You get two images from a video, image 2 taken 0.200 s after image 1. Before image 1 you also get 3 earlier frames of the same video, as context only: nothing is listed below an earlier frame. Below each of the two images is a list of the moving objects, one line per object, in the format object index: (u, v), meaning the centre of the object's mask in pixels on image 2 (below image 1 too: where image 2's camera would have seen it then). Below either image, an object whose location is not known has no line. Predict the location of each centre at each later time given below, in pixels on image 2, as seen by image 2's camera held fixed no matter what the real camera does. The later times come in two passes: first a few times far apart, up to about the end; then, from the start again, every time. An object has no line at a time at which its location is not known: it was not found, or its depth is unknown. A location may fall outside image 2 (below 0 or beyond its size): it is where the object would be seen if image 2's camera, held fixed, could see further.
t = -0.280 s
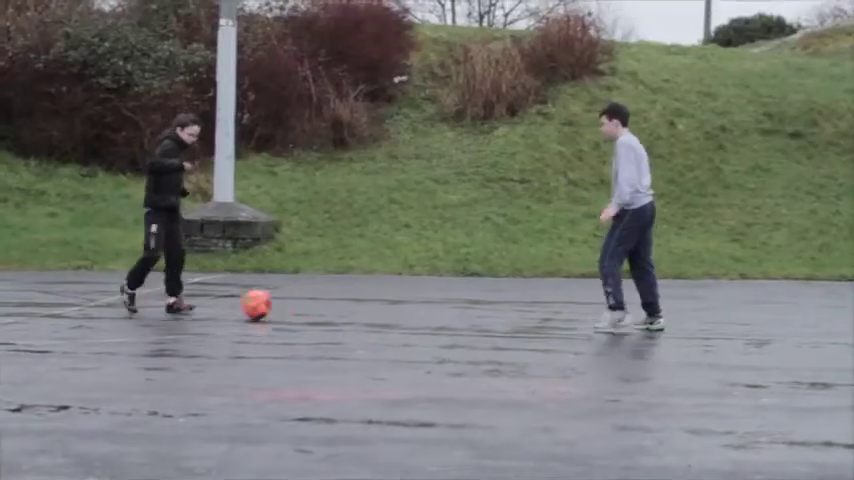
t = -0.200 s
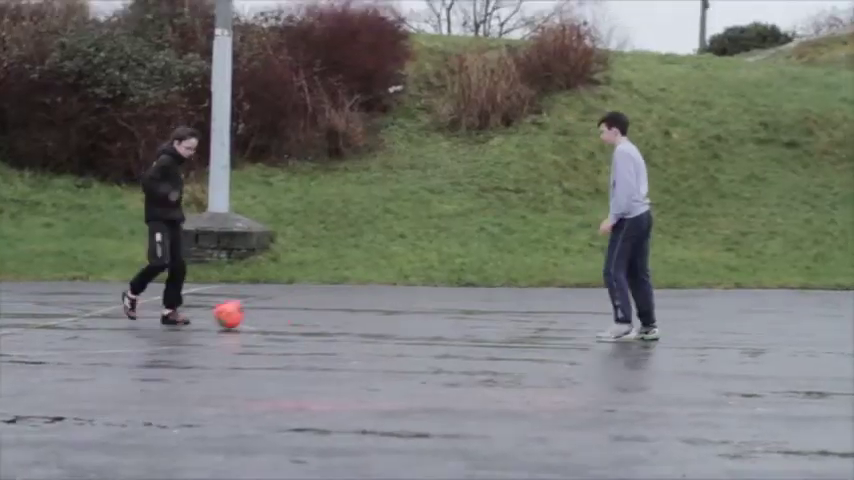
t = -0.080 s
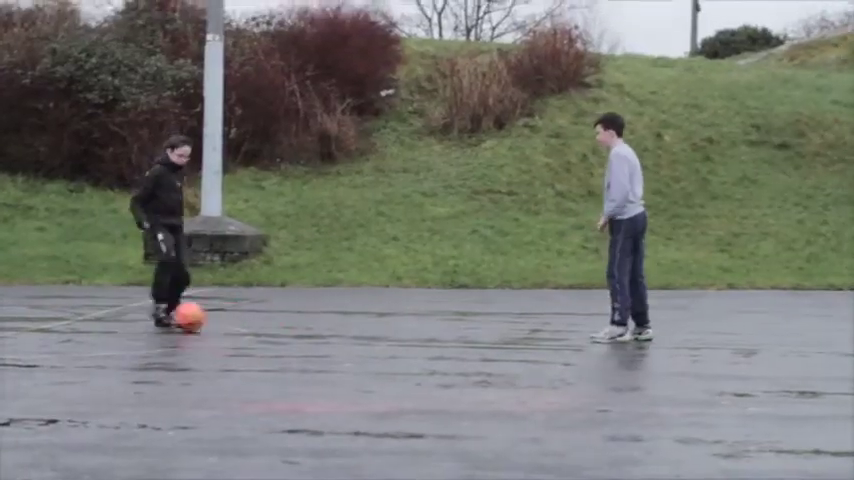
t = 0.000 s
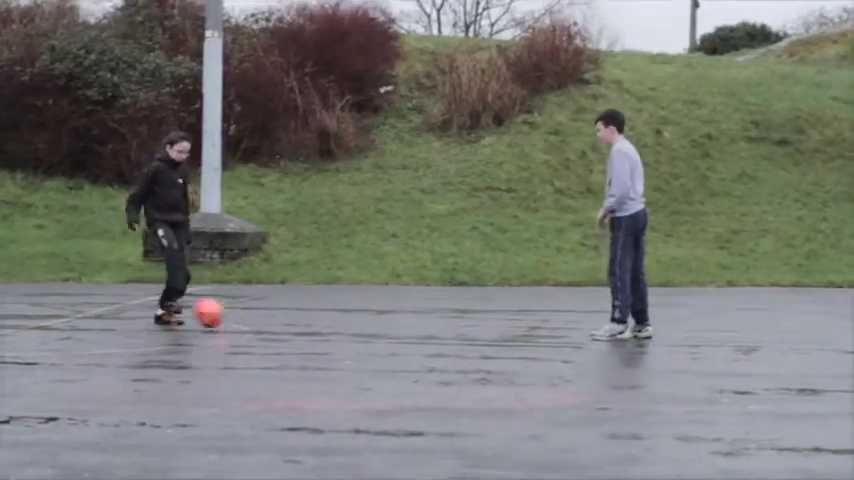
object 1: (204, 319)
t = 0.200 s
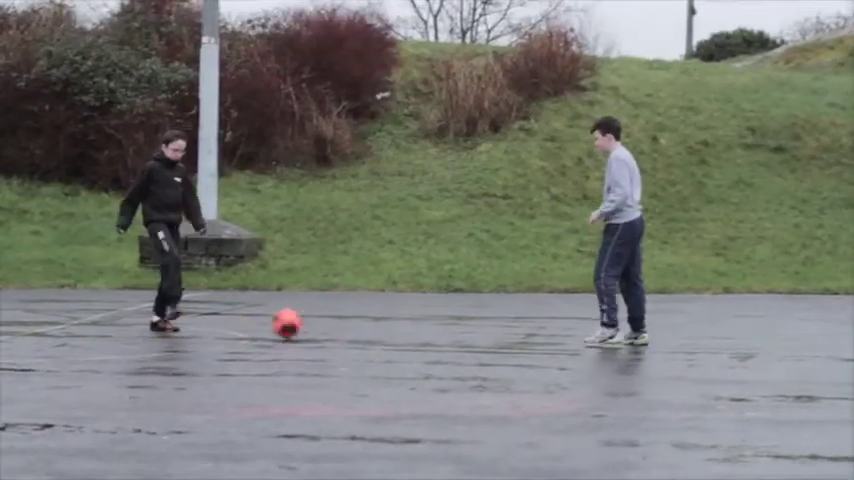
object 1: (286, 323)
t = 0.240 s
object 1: (299, 324)
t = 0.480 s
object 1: (373, 326)
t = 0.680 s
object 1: (435, 327)
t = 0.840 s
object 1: (482, 328)
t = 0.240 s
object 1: (299, 324)
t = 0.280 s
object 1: (312, 324)
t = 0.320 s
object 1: (323, 324)
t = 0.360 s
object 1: (336, 324)
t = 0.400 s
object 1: (349, 325)
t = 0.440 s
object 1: (361, 325)
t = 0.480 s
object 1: (373, 326)
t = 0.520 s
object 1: (385, 328)
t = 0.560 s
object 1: (397, 327)
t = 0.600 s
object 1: (409, 326)
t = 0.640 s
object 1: (422, 326)
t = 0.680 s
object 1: (435, 327)
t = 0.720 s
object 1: (446, 328)
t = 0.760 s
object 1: (457, 327)
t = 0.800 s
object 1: (470, 328)
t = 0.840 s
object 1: (482, 328)
